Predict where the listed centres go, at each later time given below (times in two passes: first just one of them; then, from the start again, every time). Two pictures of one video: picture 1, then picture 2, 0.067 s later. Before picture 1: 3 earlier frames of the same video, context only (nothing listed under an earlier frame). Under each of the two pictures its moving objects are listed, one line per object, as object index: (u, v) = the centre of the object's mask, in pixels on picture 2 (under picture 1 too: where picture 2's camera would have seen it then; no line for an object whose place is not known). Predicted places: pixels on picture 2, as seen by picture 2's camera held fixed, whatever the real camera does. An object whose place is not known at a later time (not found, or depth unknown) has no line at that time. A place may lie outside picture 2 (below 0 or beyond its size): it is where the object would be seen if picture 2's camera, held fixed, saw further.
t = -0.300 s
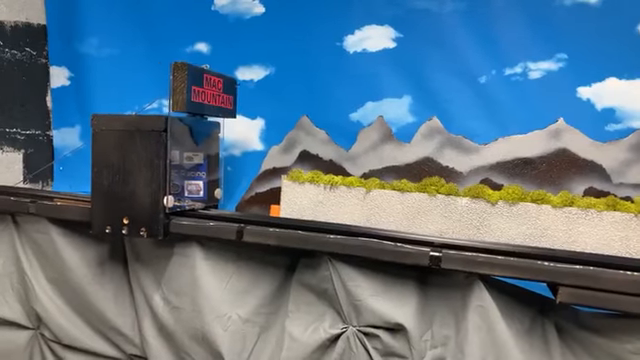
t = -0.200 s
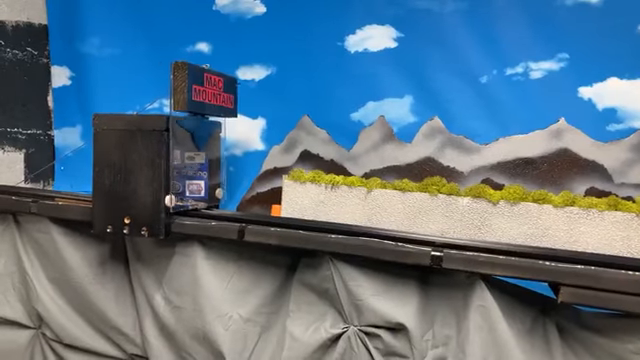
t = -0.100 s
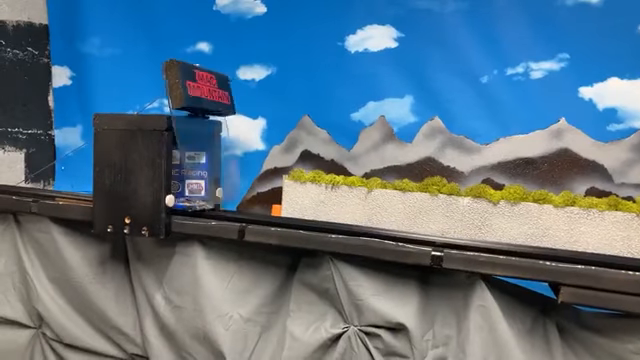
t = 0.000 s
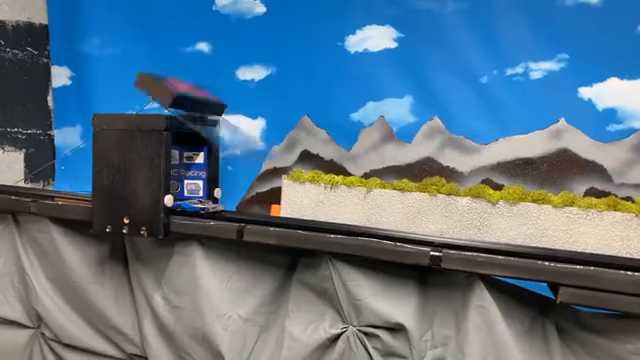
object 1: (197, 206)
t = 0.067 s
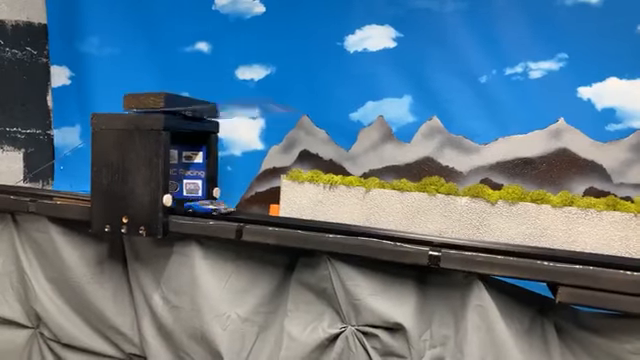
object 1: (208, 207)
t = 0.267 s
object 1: (262, 213)
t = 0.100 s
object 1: (216, 208)
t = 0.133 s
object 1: (224, 209)
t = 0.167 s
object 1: (233, 210)
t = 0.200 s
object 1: (243, 211)
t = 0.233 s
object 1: (252, 212)
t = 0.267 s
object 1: (262, 213)
